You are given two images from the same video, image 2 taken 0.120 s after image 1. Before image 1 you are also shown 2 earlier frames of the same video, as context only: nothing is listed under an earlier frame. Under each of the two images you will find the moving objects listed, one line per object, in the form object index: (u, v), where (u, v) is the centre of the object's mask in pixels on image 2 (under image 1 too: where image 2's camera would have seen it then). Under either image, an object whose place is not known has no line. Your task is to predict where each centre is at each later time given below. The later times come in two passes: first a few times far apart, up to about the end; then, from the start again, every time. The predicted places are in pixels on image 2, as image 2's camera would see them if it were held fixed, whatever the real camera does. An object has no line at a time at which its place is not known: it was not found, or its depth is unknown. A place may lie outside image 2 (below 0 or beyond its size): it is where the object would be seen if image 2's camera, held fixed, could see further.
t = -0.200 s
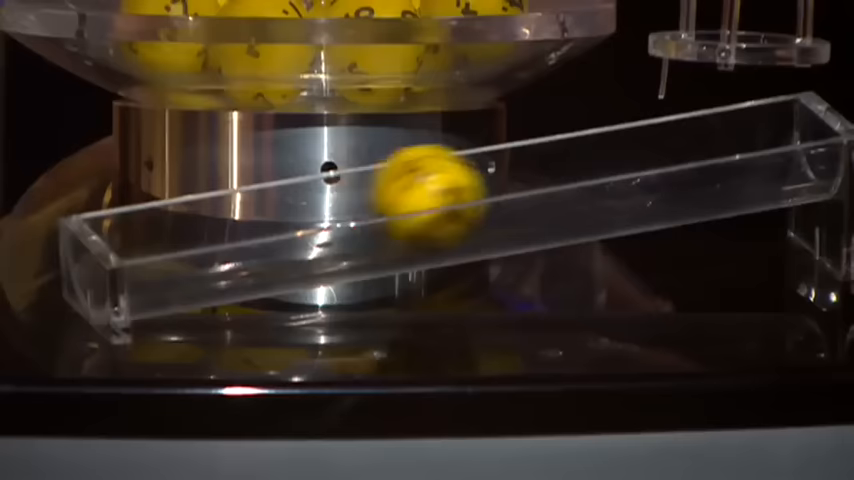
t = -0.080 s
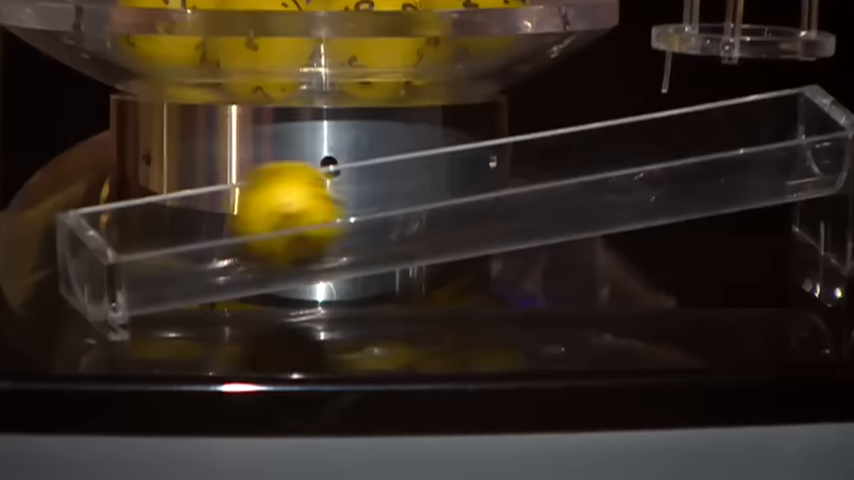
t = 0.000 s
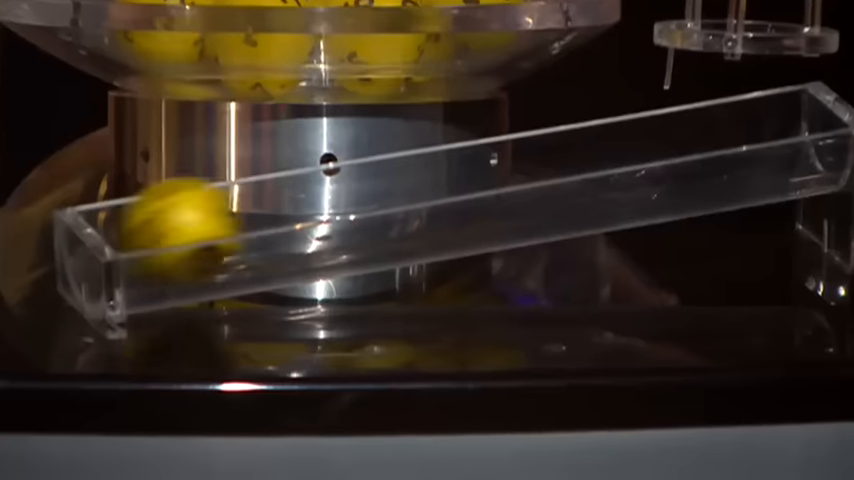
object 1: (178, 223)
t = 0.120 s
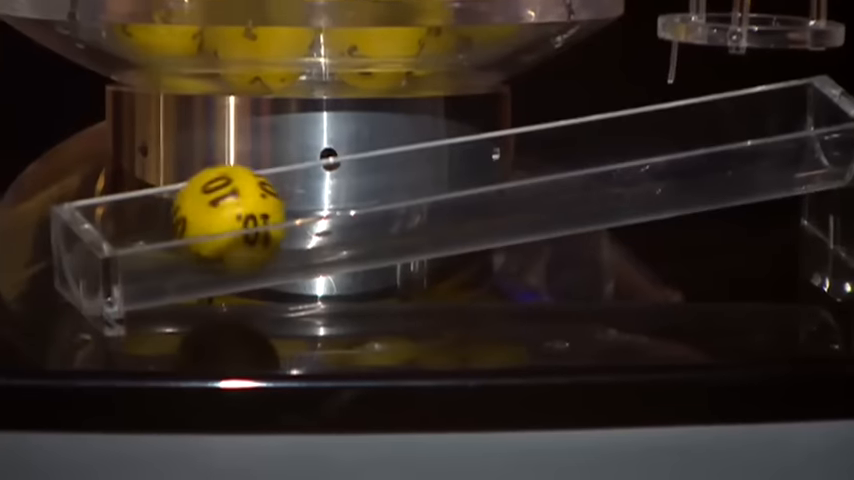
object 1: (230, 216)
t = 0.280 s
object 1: (234, 217)
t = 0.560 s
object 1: (173, 228)
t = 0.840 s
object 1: (159, 229)
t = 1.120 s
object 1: (155, 231)
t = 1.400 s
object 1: (155, 231)
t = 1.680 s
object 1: (155, 231)
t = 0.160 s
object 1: (237, 215)
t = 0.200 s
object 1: (240, 215)
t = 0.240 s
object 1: (239, 215)
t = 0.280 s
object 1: (234, 217)
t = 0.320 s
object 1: (226, 219)
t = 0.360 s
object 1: (213, 220)
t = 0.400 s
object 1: (199, 222)
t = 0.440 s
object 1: (181, 225)
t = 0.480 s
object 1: (163, 227)
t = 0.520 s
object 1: (163, 228)
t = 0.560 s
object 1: (173, 228)
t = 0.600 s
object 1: (178, 228)
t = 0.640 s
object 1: (179, 228)
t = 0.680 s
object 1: (178, 228)
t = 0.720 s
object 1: (173, 228)
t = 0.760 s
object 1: (167, 228)
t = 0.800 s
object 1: (160, 228)
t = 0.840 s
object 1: (159, 229)
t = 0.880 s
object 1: (160, 229)
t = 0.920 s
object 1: (157, 230)
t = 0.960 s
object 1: (156, 230)
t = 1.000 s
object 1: (155, 230)
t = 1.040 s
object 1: (155, 230)
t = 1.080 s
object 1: (155, 231)
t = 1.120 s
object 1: (155, 231)
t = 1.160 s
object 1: (155, 231)
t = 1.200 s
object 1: (155, 231)
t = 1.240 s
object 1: (155, 231)
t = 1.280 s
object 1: (155, 231)
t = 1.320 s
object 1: (155, 231)
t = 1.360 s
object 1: (155, 231)
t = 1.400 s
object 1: (155, 231)
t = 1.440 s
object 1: (155, 231)
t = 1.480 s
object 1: (155, 231)
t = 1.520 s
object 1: (155, 231)
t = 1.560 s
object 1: (155, 231)
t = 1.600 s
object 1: (154, 231)
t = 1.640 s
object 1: (155, 231)
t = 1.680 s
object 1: (155, 231)
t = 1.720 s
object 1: (155, 231)
